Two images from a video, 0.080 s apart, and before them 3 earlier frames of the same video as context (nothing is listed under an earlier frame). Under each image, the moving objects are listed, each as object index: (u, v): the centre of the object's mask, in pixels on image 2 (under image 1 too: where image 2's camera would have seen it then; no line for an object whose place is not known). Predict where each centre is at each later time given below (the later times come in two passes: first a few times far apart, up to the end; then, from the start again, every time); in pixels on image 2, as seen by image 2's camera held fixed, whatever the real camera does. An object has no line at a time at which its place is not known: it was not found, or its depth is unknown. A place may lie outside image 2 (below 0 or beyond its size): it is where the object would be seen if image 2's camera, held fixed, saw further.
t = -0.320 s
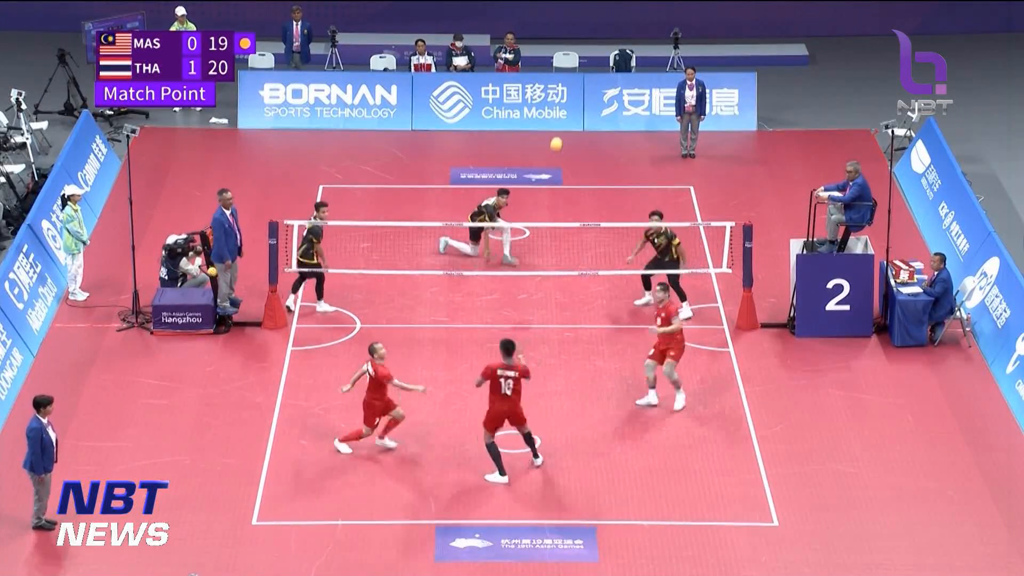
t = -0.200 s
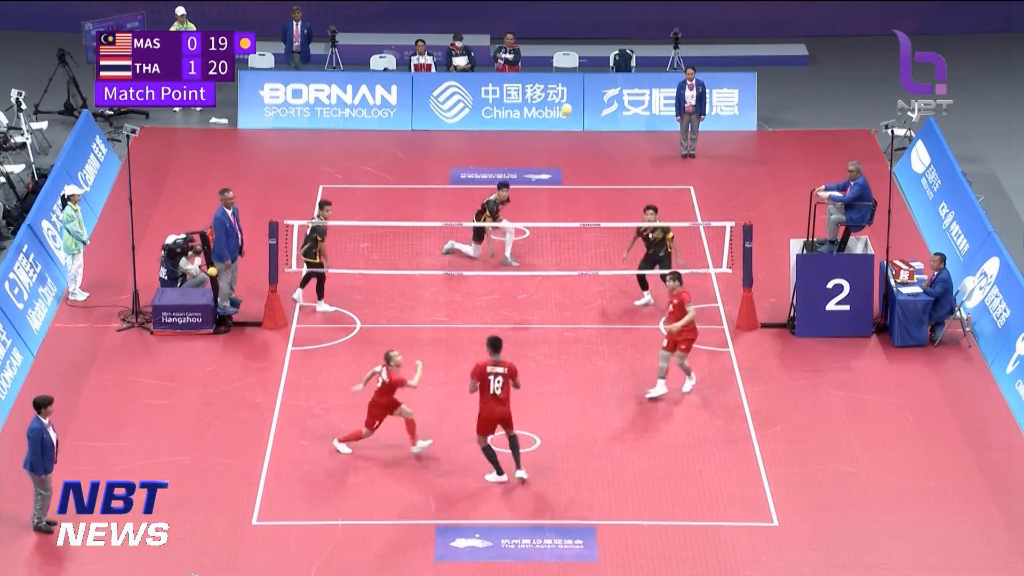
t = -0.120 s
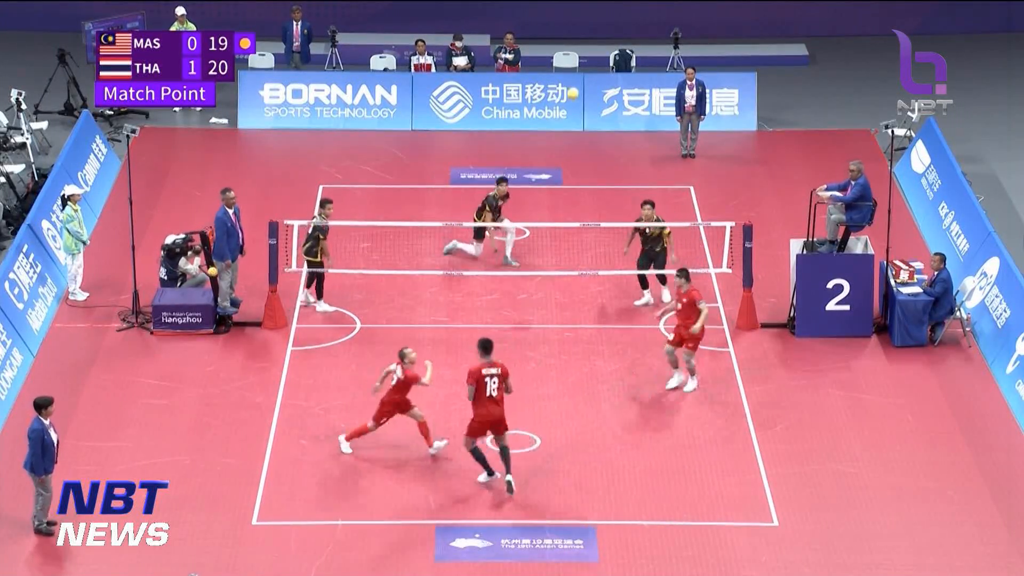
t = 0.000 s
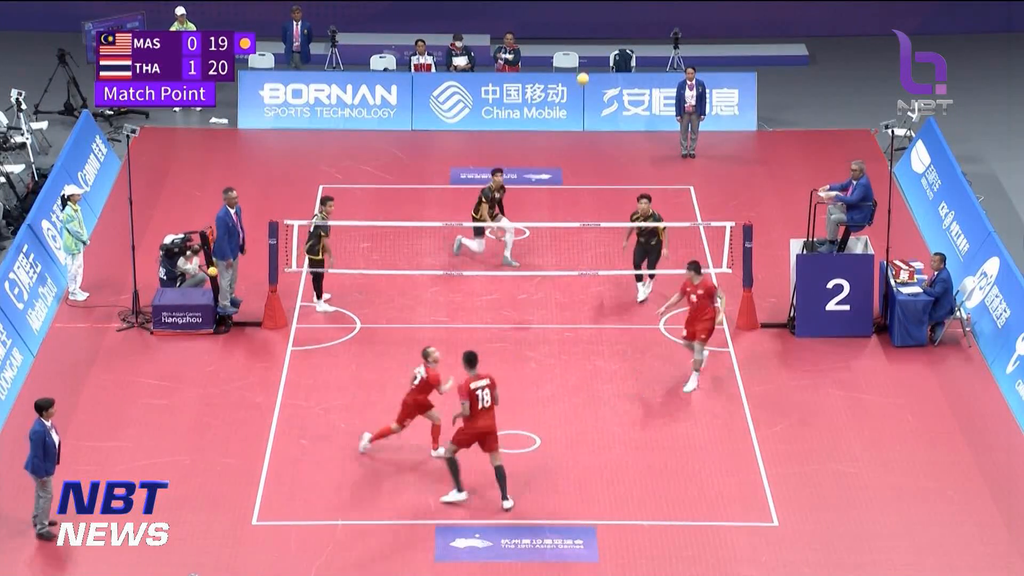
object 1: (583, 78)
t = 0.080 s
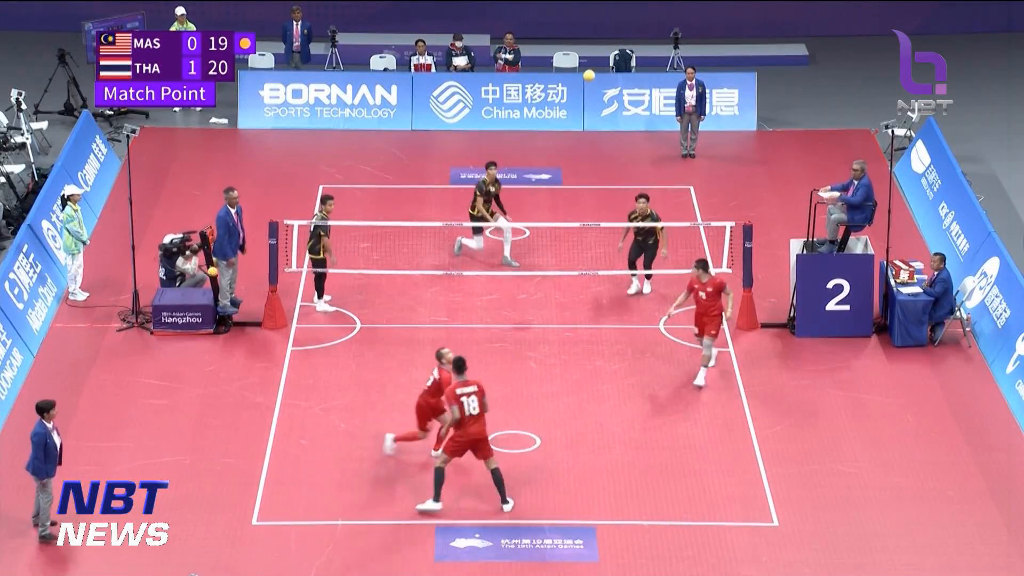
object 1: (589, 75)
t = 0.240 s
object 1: (601, 84)
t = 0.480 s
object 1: (619, 136)
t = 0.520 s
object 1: (622, 148)
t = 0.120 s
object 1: (592, 75)
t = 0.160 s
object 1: (595, 77)
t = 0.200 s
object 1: (598, 79)
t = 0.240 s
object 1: (601, 84)
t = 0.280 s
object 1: (604, 89)
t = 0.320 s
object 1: (607, 97)
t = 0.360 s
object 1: (610, 104)
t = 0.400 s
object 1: (613, 115)
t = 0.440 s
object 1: (616, 124)
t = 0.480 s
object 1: (619, 136)
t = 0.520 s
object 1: (622, 148)
